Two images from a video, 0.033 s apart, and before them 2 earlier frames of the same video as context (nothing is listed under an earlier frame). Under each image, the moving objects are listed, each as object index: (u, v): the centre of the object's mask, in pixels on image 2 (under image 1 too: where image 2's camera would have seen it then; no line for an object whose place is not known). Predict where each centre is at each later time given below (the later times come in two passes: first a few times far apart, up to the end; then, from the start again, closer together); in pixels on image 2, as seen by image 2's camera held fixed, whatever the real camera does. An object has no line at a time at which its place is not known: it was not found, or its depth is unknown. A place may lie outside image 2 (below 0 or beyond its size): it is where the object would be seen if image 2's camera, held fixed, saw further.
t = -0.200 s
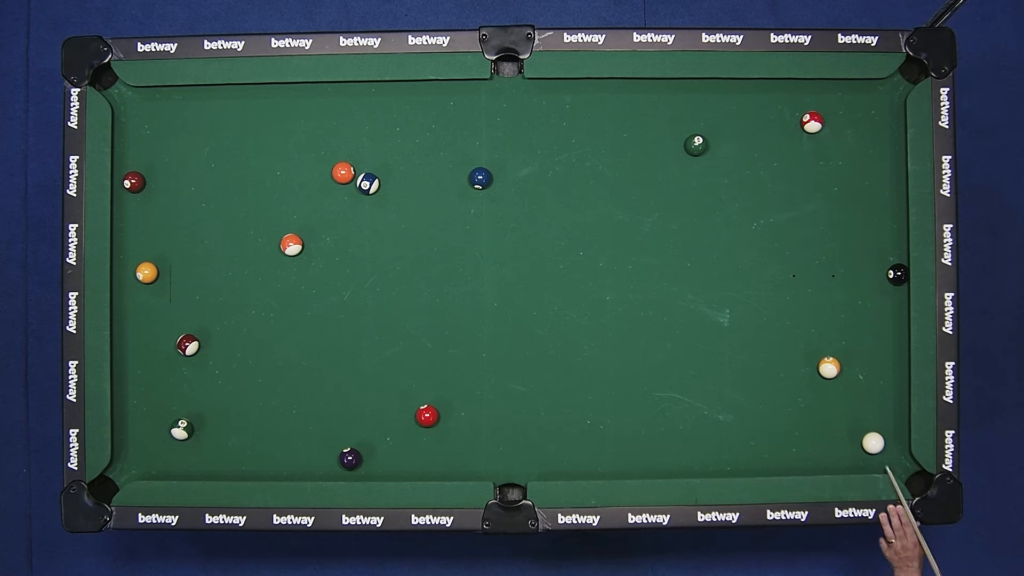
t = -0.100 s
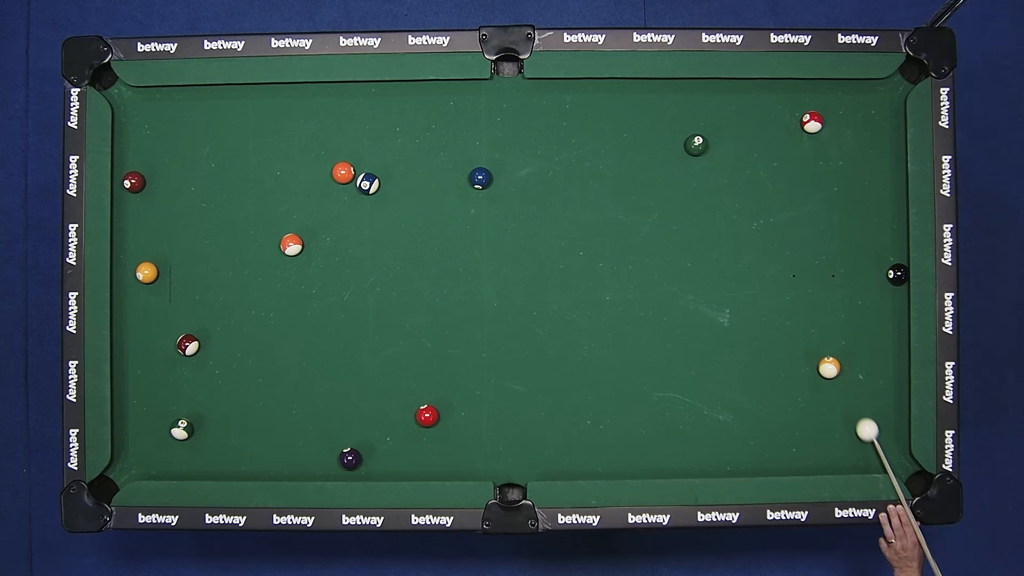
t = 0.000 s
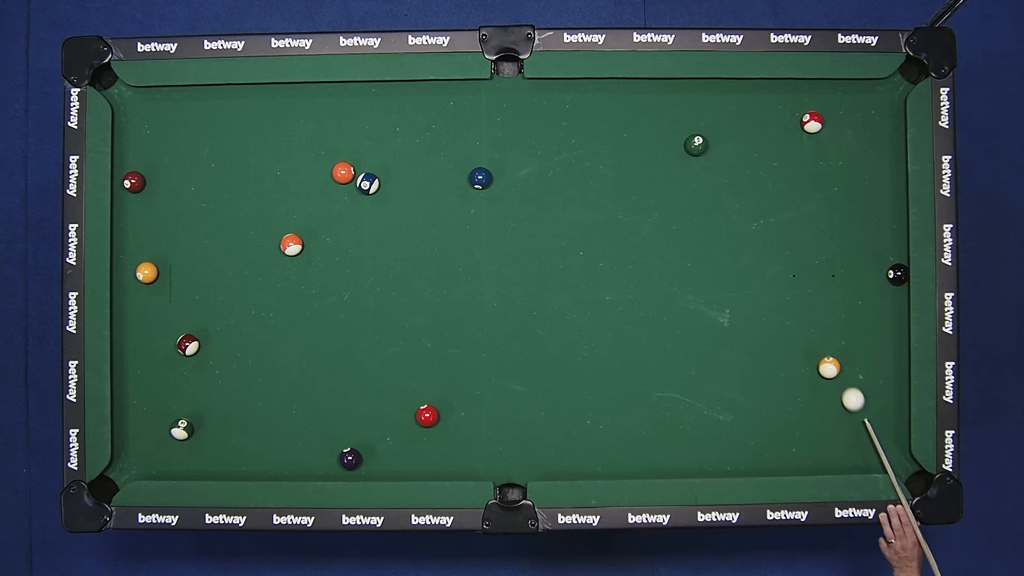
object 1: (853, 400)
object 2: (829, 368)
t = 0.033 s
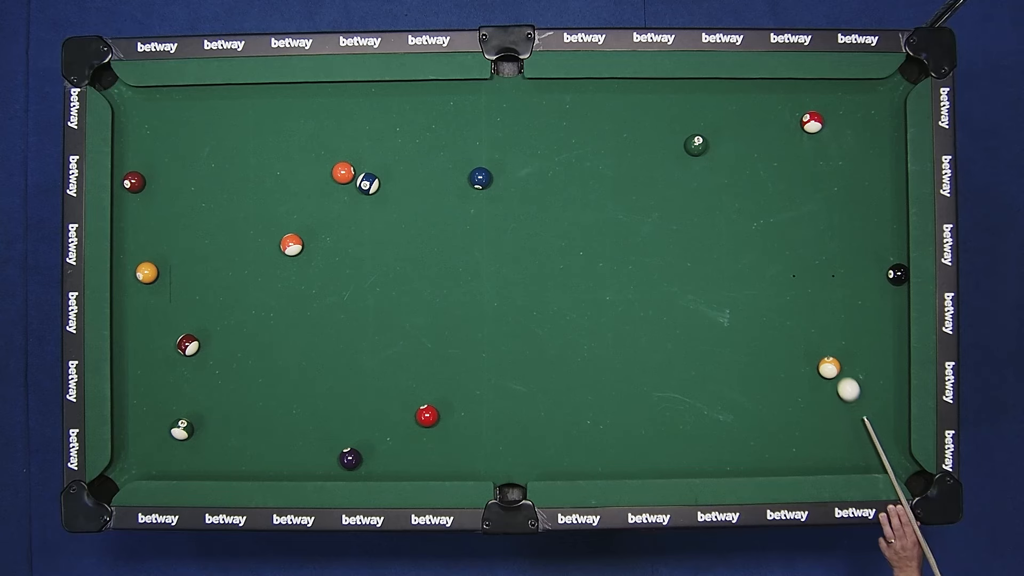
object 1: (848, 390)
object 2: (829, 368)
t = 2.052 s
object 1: (876, 203)
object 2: (606, 163)
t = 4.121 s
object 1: (877, 188)
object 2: (525, 97)
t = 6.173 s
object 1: (877, 188)
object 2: (524, 97)
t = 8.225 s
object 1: (877, 188)
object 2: (524, 97)
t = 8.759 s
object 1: (877, 188)
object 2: (524, 97)
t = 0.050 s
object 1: (846, 385)
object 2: (829, 368)
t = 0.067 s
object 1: (846, 381)
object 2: (827, 366)
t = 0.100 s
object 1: (848, 378)
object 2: (821, 360)
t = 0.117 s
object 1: (848, 376)
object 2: (818, 357)
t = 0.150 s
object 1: (850, 371)
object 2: (812, 351)
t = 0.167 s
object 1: (850, 369)
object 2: (809, 349)
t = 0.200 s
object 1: (851, 365)
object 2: (804, 344)
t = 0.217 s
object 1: (851, 363)
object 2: (802, 342)
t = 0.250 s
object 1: (852, 358)
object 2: (797, 338)
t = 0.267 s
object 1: (852, 356)
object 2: (795, 336)
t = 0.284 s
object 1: (853, 354)
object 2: (793, 333)
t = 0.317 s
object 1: (854, 349)
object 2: (789, 329)
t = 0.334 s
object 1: (854, 347)
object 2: (786, 327)
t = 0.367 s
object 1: (855, 343)
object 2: (782, 323)
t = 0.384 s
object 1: (855, 341)
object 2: (780, 321)
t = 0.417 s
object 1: (856, 337)
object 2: (775, 317)
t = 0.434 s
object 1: (856, 335)
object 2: (773, 315)
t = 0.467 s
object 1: (857, 331)
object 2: (769, 311)
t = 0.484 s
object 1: (857, 329)
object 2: (767, 309)
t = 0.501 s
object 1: (858, 327)
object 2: (765, 307)
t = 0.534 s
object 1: (859, 323)
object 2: (760, 303)
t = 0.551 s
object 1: (859, 321)
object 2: (758, 301)
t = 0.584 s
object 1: (859, 317)
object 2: (754, 297)
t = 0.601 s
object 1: (860, 315)
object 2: (752, 295)
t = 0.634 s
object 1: (860, 311)
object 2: (748, 291)
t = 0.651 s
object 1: (861, 309)
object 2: (746, 289)
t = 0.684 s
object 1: (861, 306)
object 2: (742, 285)
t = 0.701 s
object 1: (862, 304)
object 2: (740, 283)
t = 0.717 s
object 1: (862, 302)
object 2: (738, 282)
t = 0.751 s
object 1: (863, 298)
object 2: (734, 278)
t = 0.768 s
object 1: (863, 297)
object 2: (732, 276)
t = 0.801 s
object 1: (863, 293)
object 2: (728, 272)
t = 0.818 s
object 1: (864, 291)
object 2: (726, 271)
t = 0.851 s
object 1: (864, 288)
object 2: (722, 267)
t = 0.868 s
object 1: (864, 286)
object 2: (720, 265)
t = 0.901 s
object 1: (865, 283)
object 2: (716, 262)
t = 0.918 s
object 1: (865, 281)
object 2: (714, 260)
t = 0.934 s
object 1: (865, 280)
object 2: (712, 258)
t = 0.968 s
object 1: (866, 276)
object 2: (708, 255)
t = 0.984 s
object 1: (866, 275)
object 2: (707, 253)
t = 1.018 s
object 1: (867, 272)
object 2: (703, 250)
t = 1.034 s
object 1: (867, 270)
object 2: (701, 248)
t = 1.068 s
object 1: (868, 267)
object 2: (697, 244)
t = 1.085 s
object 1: (868, 266)
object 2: (696, 243)
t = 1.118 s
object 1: (868, 263)
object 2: (692, 240)
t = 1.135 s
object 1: (868, 261)
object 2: (690, 238)
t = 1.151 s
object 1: (869, 260)
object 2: (689, 236)
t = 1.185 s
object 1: (869, 257)
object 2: (685, 233)
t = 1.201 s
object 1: (869, 255)
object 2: (683, 231)
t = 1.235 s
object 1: (870, 253)
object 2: (680, 228)
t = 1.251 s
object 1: (870, 251)
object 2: (678, 227)
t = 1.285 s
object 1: (870, 249)
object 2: (675, 224)
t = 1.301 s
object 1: (871, 247)
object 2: (673, 222)
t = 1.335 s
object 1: (871, 245)
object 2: (670, 219)
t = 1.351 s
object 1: (871, 243)
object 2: (668, 217)
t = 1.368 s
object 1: (871, 242)
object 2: (666, 216)
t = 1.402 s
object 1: (872, 240)
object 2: (663, 213)
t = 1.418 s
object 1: (872, 238)
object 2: (661, 212)
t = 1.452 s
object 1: (872, 236)
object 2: (658, 209)
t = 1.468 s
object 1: (872, 235)
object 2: (657, 207)
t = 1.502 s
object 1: (873, 233)
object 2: (653, 204)
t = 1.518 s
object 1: (873, 231)
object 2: (652, 203)
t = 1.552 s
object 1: (873, 229)
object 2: (649, 200)
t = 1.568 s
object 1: (873, 228)
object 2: (647, 199)
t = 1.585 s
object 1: (873, 227)
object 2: (646, 197)
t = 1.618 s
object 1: (874, 225)
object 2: (643, 195)
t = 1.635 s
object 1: (874, 224)
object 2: (641, 193)
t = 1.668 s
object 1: (874, 222)
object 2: (638, 190)
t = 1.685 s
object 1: (874, 221)
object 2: (637, 189)
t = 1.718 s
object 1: (874, 219)
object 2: (634, 186)
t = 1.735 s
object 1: (875, 218)
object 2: (632, 185)
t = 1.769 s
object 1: (875, 216)
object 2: (629, 183)
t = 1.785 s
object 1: (875, 215)
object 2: (628, 181)
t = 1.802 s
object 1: (875, 214)
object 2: (627, 180)
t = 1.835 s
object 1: (875, 213)
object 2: (624, 178)
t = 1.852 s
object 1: (875, 212)
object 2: (622, 177)
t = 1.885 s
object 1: (875, 210)
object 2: (620, 174)
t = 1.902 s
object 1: (875, 209)
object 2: (618, 173)
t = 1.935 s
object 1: (876, 208)
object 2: (616, 171)
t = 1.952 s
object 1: (876, 207)
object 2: (614, 170)
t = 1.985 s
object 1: (876, 206)
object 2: (612, 167)
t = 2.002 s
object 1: (876, 205)
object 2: (610, 166)
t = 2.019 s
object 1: (876, 204)
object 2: (609, 165)
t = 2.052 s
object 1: (876, 203)
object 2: (606, 163)
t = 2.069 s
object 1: (876, 202)
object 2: (605, 162)
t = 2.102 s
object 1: (876, 201)
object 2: (603, 160)
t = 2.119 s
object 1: (876, 200)
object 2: (601, 158)
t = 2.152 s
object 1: (876, 199)
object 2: (599, 156)
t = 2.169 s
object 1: (876, 199)
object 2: (598, 155)
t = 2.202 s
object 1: (876, 198)
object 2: (595, 153)
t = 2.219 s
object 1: (877, 197)
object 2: (594, 152)
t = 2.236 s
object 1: (877, 197)
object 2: (593, 151)
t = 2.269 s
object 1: (877, 196)
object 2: (591, 149)
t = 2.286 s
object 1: (877, 195)
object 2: (590, 148)
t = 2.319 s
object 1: (877, 194)
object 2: (587, 147)
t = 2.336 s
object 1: (877, 194)
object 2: (586, 146)
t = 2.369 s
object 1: (877, 193)
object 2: (584, 144)
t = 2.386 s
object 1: (877, 192)
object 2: (583, 143)
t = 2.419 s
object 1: (877, 192)
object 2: (581, 141)
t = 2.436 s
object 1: (877, 191)
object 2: (580, 140)
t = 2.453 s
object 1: (877, 191)
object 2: (579, 139)
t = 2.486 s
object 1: (877, 190)
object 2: (577, 137)
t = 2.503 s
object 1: (877, 190)
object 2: (576, 136)
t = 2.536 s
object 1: (877, 190)
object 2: (574, 135)
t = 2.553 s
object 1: (877, 189)
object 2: (573, 134)
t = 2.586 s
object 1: (877, 189)
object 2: (571, 132)
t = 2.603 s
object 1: (877, 189)
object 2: (570, 131)
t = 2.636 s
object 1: (877, 188)
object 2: (568, 130)
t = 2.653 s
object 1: (877, 188)
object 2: (567, 129)
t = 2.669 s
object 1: (877, 188)
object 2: (566, 128)
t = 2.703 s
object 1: (877, 188)
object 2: (564, 127)
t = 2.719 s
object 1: (877, 188)
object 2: (563, 126)
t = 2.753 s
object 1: (877, 188)
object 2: (562, 125)
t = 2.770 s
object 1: (877, 188)
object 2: (561, 124)
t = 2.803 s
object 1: (877, 188)
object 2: (559, 123)
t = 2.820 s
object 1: (877, 188)
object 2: (558, 122)
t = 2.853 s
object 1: (877, 188)
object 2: (557, 121)
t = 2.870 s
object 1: (877, 188)
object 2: (556, 120)
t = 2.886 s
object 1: (877, 188)
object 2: (555, 120)
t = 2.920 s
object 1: (877, 188)
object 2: (553, 118)
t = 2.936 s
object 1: (877, 188)
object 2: (553, 118)
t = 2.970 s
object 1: (877, 188)
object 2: (551, 117)
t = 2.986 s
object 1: (877, 188)
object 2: (550, 116)
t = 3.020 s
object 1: (877, 188)
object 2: (549, 115)
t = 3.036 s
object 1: (877, 188)
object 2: (548, 114)
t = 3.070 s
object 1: (877, 188)
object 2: (547, 113)
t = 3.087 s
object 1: (877, 188)
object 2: (546, 113)
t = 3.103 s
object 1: (877, 188)
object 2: (546, 112)
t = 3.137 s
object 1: (877, 188)
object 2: (544, 111)
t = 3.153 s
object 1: (877, 188)
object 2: (544, 111)
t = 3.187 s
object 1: (877, 188)
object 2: (543, 110)
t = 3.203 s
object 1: (877, 188)
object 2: (542, 109)
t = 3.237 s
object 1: (877, 188)
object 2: (541, 108)
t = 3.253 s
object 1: (877, 188)
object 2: (540, 108)
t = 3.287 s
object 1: (877, 188)
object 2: (539, 107)
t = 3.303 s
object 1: (877, 188)
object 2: (539, 106)
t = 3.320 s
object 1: (877, 188)
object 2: (538, 106)
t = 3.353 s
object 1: (877, 188)
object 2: (537, 105)
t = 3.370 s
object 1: (877, 188)
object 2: (537, 105)
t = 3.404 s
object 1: (877, 188)
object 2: (536, 104)
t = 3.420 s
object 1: (877, 188)
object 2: (536, 104)
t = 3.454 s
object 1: (877, 188)
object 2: (535, 103)
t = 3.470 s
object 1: (877, 188)
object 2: (534, 103)
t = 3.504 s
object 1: (877, 188)
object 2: (533, 102)
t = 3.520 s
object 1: (877, 188)
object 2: (533, 102)
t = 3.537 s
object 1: (877, 188)
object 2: (533, 101)
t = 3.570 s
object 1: (877, 188)
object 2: (532, 101)
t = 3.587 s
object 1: (877, 188)
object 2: (532, 101)
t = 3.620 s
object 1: (877, 188)
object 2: (531, 100)
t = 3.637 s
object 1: (877, 188)
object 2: (530, 100)
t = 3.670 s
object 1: (877, 188)
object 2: (530, 99)
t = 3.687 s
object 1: (877, 188)
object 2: (529, 99)
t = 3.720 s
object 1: (877, 188)
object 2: (529, 99)
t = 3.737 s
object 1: (877, 188)
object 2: (529, 99)
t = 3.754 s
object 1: (877, 188)
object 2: (528, 98)
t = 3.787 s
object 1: (877, 188)
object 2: (528, 98)
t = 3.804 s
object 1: (877, 188)
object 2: (528, 98)
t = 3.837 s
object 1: (877, 188)
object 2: (527, 98)
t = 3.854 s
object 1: (877, 188)
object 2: (527, 98)
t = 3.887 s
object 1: (877, 188)
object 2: (527, 97)
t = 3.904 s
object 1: (877, 188)
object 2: (526, 97)
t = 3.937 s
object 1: (877, 188)
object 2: (526, 97)
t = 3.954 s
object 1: (877, 188)
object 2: (526, 97)
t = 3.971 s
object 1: (877, 188)
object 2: (526, 97)
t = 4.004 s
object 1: (877, 188)
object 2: (526, 97)
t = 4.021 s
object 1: (877, 188)
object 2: (525, 97)
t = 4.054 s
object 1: (877, 188)
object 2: (525, 97)
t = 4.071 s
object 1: (877, 188)
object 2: (525, 97)
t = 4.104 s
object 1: (877, 188)
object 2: (525, 97)
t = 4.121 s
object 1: (877, 188)
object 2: (525, 97)
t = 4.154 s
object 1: (877, 188)
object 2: (524, 97)
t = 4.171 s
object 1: (877, 188)
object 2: (524, 97)
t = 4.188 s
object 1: (877, 188)
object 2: (524, 97)
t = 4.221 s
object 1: (877, 188)
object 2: (524, 97)
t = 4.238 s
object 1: (877, 188)
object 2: (524, 97)
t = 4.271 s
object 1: (877, 188)
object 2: (524, 97)
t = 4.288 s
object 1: (877, 188)
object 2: (524, 97)
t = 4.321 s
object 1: (877, 188)
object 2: (524, 97)
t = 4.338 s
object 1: (877, 188)
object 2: (524, 97)
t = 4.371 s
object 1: (877, 188)
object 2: (524, 97)
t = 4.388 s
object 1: (877, 188)
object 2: (524, 97)
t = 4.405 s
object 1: (877, 188)
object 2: (524, 97)
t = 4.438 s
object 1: (877, 188)
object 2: (524, 97)
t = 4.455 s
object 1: (877, 188)
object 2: (524, 97)
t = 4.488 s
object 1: (877, 188)
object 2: (524, 97)
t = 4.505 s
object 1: (877, 188)
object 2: (524, 97)
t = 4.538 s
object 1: (877, 188)
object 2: (524, 97)
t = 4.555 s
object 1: (877, 188)
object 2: (524, 97)
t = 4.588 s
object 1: (877, 188)
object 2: (524, 97)
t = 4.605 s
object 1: (877, 188)
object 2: (524, 97)
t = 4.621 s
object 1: (877, 188)
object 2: (524, 97)
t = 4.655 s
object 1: (877, 188)
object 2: (524, 97)
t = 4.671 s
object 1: (877, 188)
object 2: (524, 97)
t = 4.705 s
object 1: (877, 188)
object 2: (524, 97)
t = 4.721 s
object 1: (877, 188)
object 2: (524, 97)
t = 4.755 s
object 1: (877, 188)
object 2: (524, 97)
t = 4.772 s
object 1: (877, 188)
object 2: (524, 97)
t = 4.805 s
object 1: (877, 188)
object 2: (524, 97)
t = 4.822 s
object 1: (877, 188)
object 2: (524, 97)
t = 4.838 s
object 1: (877, 188)
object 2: (524, 97)
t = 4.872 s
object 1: (877, 188)
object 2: (524, 97)
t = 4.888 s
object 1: (877, 188)
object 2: (524, 97)
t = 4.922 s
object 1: (877, 188)
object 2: (524, 97)
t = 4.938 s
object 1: (877, 188)
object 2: (524, 97)
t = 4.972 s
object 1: (877, 188)
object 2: (524, 97)
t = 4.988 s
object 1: (877, 188)
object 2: (524, 97)
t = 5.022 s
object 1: (877, 188)
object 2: (524, 97)
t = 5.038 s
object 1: (877, 188)
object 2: (524, 97)
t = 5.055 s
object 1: (877, 188)
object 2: (524, 97)
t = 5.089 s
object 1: (877, 188)
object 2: (524, 97)
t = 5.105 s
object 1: (877, 188)
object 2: (524, 97)
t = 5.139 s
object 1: (877, 188)
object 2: (524, 97)
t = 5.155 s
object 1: (877, 188)
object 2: (524, 97)
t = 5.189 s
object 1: (877, 188)
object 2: (524, 97)
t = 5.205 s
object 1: (877, 188)
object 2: (524, 97)
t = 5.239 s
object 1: (877, 188)
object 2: (524, 97)
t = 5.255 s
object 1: (877, 188)
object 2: (524, 97)
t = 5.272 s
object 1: (877, 188)
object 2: (524, 97)
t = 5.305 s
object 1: (877, 188)
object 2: (524, 97)
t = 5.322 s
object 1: (877, 188)
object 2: (524, 97)
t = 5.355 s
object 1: (877, 188)
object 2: (524, 97)
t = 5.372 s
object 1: (877, 188)
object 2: (524, 97)
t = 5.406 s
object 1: (877, 188)
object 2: (524, 97)
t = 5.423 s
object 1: (877, 188)
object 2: (524, 97)
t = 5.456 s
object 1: (877, 188)
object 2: (524, 97)
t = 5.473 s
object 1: (877, 188)
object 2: (524, 97)
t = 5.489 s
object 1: (877, 188)
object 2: (524, 97)
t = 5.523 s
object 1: (877, 188)
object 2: (524, 97)
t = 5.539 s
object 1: (877, 188)
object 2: (524, 97)
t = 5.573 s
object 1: (877, 188)
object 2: (524, 97)
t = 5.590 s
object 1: (877, 188)
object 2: (524, 97)
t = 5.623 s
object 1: (877, 188)
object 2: (524, 97)
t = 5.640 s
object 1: (877, 188)
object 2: (524, 97)
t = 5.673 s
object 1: (877, 188)
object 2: (524, 97)
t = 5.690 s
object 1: (877, 188)
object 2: (524, 97)
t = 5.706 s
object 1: (877, 188)
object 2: (524, 97)
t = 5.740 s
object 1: (877, 188)
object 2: (524, 97)
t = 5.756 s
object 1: (877, 188)
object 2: (524, 97)
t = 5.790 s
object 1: (877, 188)
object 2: (524, 97)
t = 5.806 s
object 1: (877, 188)
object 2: (524, 97)
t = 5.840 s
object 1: (877, 188)
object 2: (524, 97)
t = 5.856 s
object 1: (877, 188)
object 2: (524, 97)
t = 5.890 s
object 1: (877, 188)
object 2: (524, 97)
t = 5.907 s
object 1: (877, 188)
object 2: (524, 97)
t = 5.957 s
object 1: (877, 188)
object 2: (524, 97)
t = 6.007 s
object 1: (877, 188)
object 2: (524, 97)
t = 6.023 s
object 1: (877, 188)
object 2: (524, 97)
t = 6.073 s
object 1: (877, 188)
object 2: (524, 97)
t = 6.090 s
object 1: (877, 188)
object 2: (524, 97)
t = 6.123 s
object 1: (877, 188)
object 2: (524, 97)
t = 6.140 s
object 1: (877, 188)
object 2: (524, 97)
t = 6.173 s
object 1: (877, 188)
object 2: (524, 97)
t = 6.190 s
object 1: (877, 188)
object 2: (524, 97)
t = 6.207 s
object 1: (877, 188)
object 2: (524, 97)
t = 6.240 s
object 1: (877, 188)
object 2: (524, 97)
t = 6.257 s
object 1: (877, 188)
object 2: (524, 97)
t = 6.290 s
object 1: (877, 188)
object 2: (524, 97)
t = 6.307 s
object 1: (877, 188)
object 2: (524, 97)
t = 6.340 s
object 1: (877, 188)
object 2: (524, 97)
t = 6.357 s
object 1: (877, 188)
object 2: (524, 97)
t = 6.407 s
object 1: (877, 188)
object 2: (524, 97)
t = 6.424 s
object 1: (877, 188)
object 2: (524, 97)
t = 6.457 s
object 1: (877, 188)
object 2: (524, 97)
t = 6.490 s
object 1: (877, 188)
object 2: (524, 97)
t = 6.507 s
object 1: (877, 188)
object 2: (524, 97)
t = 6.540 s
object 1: (877, 188)
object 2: (524, 97)
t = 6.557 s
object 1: (877, 188)
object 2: (524, 97)
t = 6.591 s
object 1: (877, 188)
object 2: (524, 97)
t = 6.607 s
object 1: (877, 188)
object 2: (524, 97)
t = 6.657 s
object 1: (877, 188)
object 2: (524, 97)
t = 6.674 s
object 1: (877, 188)
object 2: (524, 97)
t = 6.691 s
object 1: (877, 188)
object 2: (524, 97)
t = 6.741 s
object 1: (877, 188)
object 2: (524, 97)
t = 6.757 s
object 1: (877, 188)
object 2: (524, 97)
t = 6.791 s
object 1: (877, 188)
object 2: (524, 97)
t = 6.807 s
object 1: (877, 188)
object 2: (524, 97)
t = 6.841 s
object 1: (877, 188)
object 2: (524, 97)
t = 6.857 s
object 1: (877, 188)
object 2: (524, 97)
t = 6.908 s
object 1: (877, 188)
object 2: (524, 97)
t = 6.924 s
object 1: (877, 188)
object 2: (524, 97)
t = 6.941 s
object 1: (877, 188)
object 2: (524, 97)
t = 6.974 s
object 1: (877, 188)
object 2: (524, 97)
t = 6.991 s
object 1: (877, 188)
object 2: (524, 97)
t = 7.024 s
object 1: (877, 188)
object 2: (524, 97)
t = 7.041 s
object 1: (877, 188)
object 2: (524, 97)
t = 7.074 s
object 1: (877, 188)
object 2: (524, 97)
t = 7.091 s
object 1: (877, 188)
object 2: (524, 97)
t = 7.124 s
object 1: (877, 188)
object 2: (524, 97)
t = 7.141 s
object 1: (877, 188)
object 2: (524, 97)
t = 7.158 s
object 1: (877, 188)
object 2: (524, 97)
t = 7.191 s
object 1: (877, 188)
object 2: (524, 97)
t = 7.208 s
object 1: (877, 188)
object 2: (524, 97)
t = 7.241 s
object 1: (877, 188)
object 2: (524, 97)
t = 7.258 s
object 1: (877, 188)
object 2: (524, 97)
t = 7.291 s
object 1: (877, 188)
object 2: (524, 97)
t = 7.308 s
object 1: (877, 188)
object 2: (524, 97)
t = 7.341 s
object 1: (877, 188)
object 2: (524, 97)
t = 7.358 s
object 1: (877, 188)
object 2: (524, 97)
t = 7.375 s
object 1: (877, 188)
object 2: (524, 97)
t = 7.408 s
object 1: (877, 188)
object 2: (524, 97)
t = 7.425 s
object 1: (877, 188)
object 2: (524, 97)
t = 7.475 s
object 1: (877, 188)
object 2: (524, 97)
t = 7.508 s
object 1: (877, 188)
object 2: (524, 97)
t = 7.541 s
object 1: (877, 188)
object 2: (524, 97)
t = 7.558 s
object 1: (877, 188)
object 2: (524, 97)
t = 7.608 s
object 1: (877, 188)
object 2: (524, 97)
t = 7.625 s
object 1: (877, 188)
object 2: (524, 97)
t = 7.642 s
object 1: (877, 188)
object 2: (524, 97)
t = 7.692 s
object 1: (877, 188)
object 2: (524, 97)
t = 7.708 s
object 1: (877, 188)
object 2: (524, 97)
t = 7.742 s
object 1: (877, 188)
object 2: (524, 97)
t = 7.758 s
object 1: (877, 188)
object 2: (524, 97)
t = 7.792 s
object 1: (877, 188)
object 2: (524, 97)
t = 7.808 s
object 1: (877, 188)
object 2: (524, 97)
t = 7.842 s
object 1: (877, 188)
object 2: (524, 97)
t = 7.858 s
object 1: (877, 188)
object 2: (524, 97)
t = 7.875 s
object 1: (877, 188)
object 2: (524, 97)
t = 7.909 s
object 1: (877, 188)
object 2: (524, 97)
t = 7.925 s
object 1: (877, 188)
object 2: (524, 97)
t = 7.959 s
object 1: (877, 188)
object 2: (524, 97)
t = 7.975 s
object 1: (877, 188)
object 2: (524, 97)
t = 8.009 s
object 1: (877, 188)
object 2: (524, 97)
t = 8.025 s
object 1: (877, 188)
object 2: (524, 97)
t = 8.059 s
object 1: (877, 188)
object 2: (524, 97)
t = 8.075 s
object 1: (877, 188)
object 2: (524, 97)
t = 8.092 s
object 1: (877, 188)
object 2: (524, 97)
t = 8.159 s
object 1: (877, 188)
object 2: (524, 97)
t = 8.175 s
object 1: (877, 188)
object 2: (524, 97)
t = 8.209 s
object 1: (877, 188)
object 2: (524, 97)
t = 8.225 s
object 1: (877, 188)
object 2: (524, 97)
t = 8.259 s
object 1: (877, 188)
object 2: (524, 97)
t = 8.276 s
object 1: (877, 188)
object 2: (524, 97)
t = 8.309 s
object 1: (877, 188)
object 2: (524, 97)
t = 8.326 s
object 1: (877, 188)
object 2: (524, 97)
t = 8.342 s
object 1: (877, 188)
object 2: (524, 97)
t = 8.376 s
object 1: (877, 188)
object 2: (524, 97)
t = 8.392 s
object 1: (877, 188)
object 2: (524, 97)
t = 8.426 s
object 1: (877, 188)
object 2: (524, 97)
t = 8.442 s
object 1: (877, 188)
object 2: (524, 97)
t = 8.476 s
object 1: (877, 188)
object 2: (524, 97)
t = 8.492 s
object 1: (877, 188)
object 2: (524, 97)
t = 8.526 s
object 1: (877, 188)
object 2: (524, 97)
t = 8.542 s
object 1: (877, 188)
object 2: (524, 97)
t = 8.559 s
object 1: (877, 188)
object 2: (524, 97)
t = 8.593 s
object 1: (877, 188)
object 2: (524, 97)
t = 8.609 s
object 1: (877, 188)
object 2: (524, 97)
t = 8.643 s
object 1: (877, 188)
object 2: (524, 97)
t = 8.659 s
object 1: (877, 188)
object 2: (524, 97)
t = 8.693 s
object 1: (877, 188)
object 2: (524, 97)
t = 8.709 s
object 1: (877, 188)
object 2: (524, 97)
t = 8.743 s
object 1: (877, 188)
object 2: (524, 97)
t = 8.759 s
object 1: (877, 188)
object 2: (524, 97)
